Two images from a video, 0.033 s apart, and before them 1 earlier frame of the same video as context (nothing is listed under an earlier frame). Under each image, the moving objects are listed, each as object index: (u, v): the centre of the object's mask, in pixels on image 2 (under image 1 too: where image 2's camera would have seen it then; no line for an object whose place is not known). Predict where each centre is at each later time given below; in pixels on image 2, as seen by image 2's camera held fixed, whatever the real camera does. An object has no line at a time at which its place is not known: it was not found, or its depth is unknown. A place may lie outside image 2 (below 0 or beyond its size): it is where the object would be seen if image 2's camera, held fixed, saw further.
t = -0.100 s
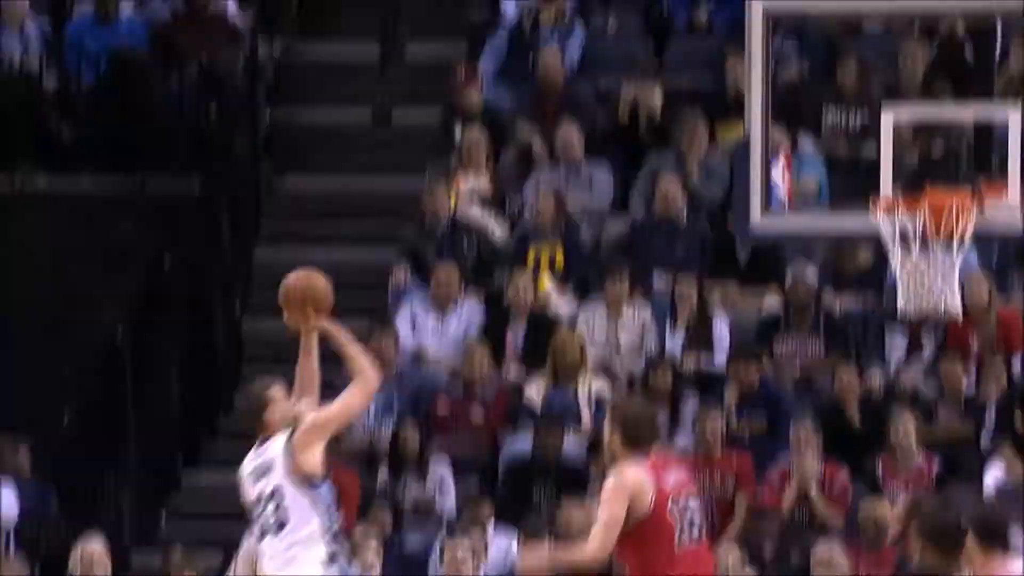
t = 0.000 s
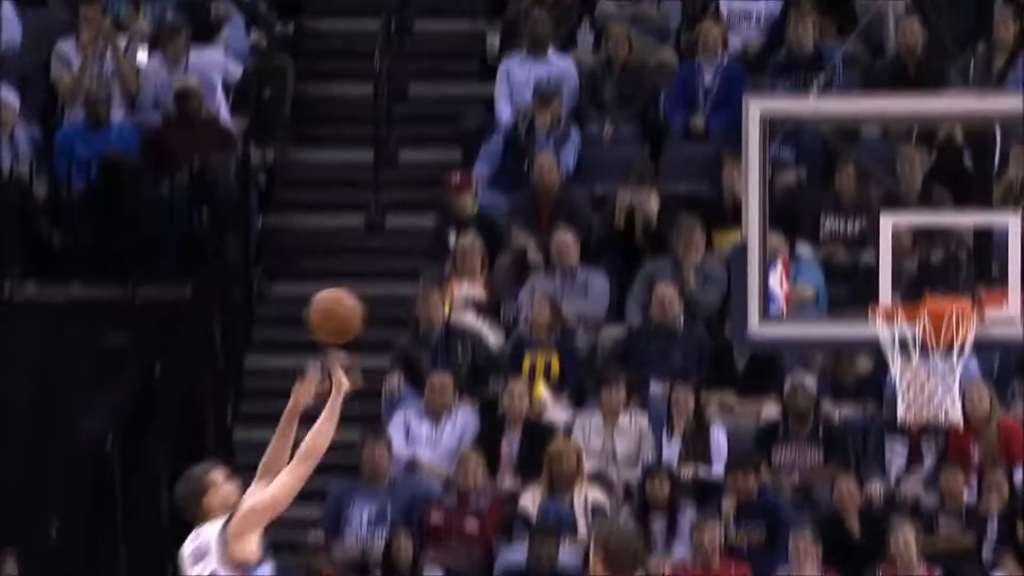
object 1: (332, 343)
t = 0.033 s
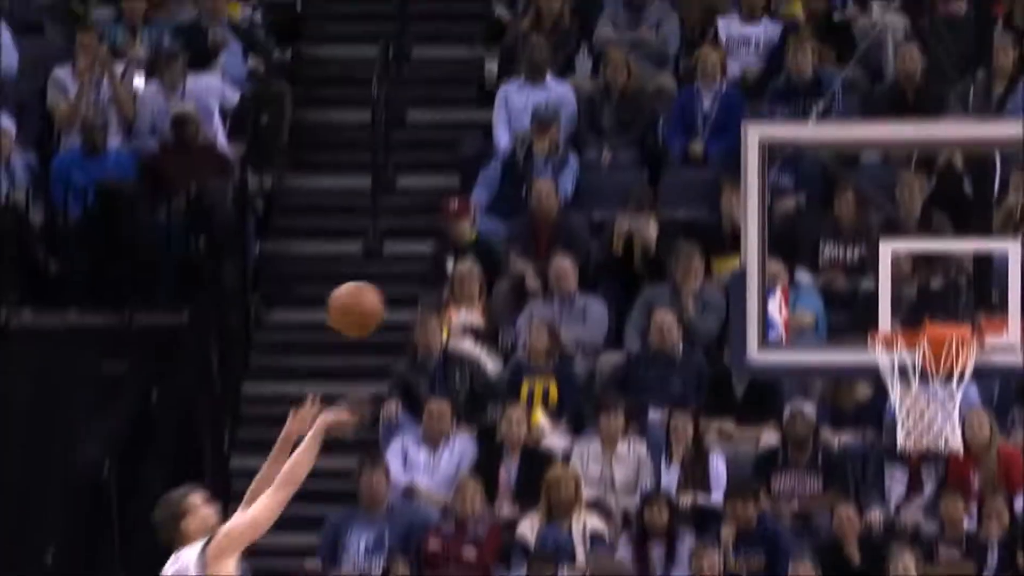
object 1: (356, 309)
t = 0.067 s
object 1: (379, 278)
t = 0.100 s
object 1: (402, 250)
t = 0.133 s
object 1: (424, 224)
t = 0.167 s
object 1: (447, 202)
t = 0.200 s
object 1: (468, 182)
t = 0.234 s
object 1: (491, 163)
